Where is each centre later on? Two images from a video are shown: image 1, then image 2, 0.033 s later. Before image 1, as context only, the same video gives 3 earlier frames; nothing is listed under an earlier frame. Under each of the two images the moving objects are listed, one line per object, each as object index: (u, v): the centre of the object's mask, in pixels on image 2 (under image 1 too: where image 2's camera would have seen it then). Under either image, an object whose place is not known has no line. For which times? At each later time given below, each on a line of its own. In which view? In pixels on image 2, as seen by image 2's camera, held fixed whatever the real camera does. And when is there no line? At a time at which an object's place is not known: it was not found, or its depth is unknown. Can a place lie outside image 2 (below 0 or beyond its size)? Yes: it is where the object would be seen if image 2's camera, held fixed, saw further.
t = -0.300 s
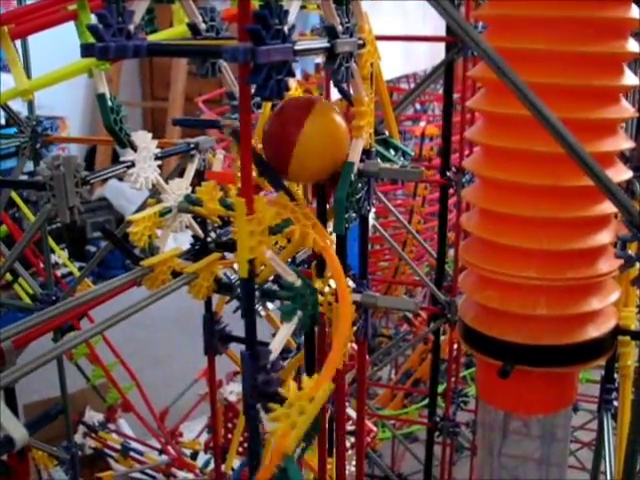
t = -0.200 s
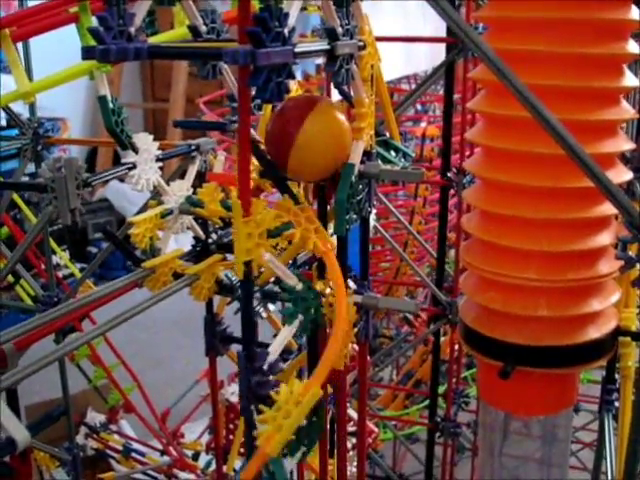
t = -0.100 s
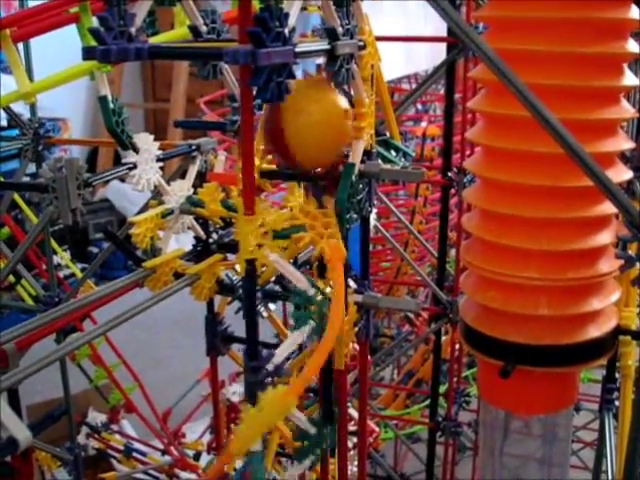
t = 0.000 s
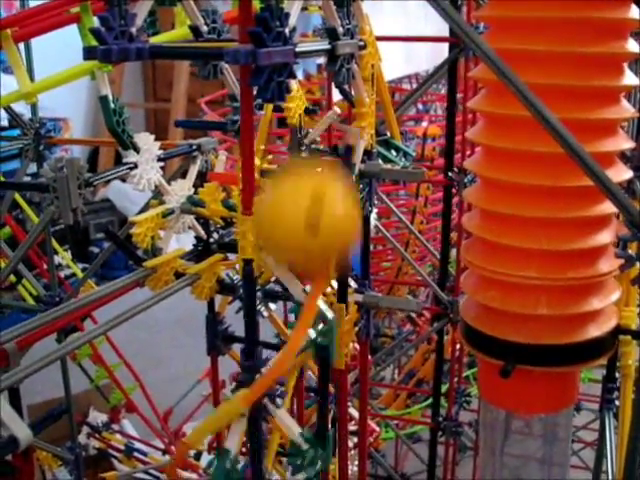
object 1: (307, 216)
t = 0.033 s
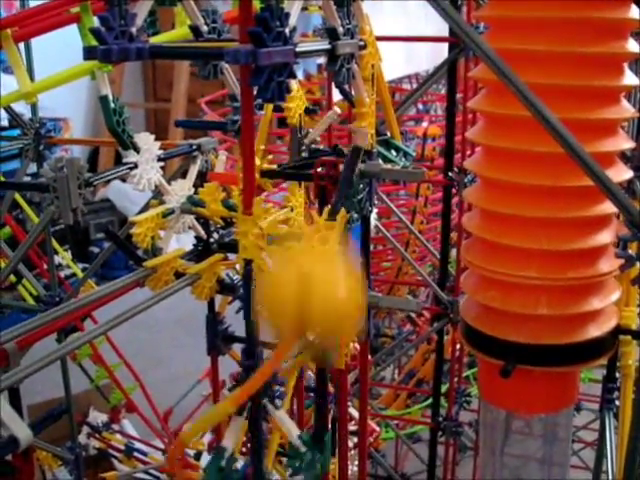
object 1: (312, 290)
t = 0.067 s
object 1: (309, 401)
